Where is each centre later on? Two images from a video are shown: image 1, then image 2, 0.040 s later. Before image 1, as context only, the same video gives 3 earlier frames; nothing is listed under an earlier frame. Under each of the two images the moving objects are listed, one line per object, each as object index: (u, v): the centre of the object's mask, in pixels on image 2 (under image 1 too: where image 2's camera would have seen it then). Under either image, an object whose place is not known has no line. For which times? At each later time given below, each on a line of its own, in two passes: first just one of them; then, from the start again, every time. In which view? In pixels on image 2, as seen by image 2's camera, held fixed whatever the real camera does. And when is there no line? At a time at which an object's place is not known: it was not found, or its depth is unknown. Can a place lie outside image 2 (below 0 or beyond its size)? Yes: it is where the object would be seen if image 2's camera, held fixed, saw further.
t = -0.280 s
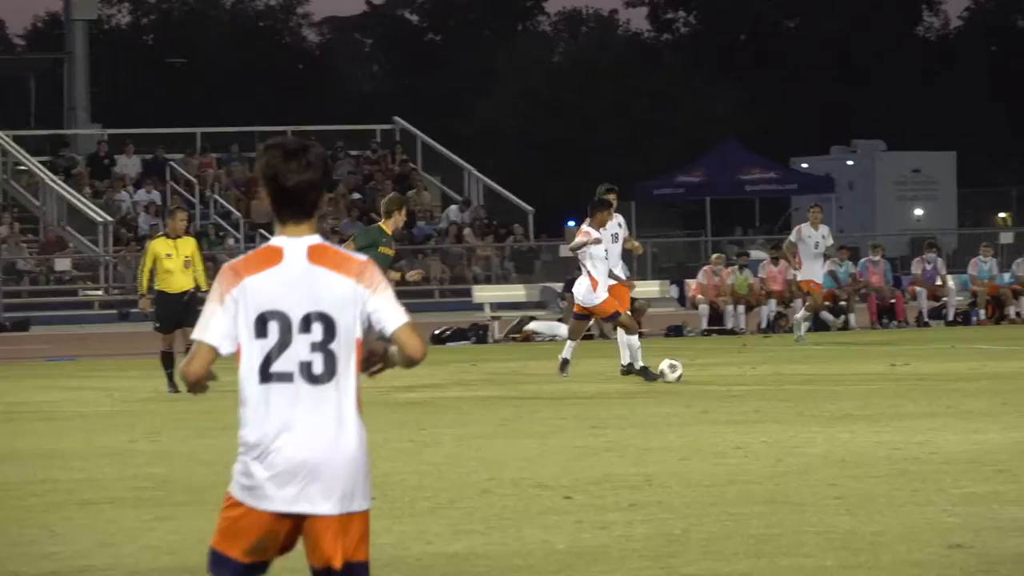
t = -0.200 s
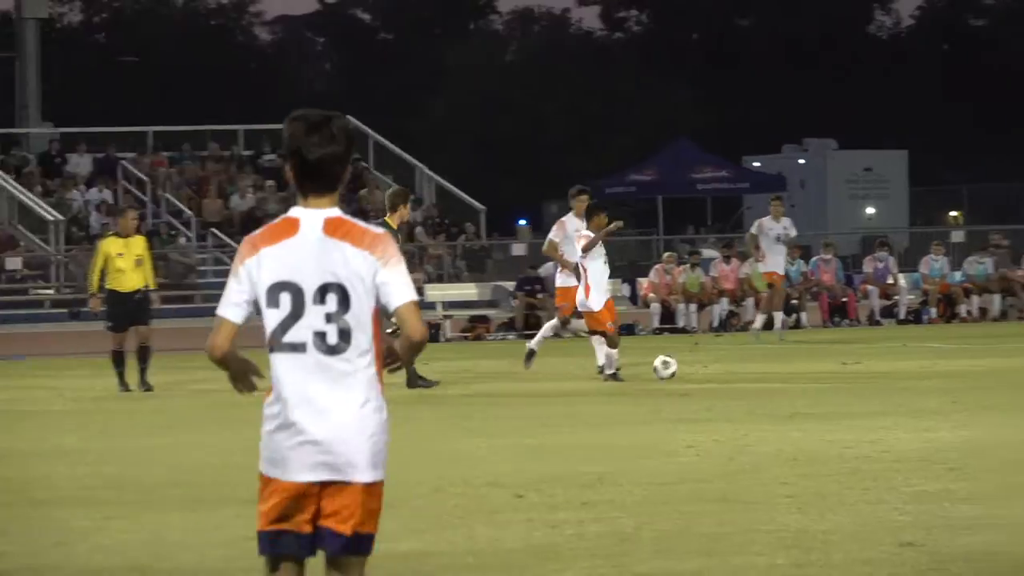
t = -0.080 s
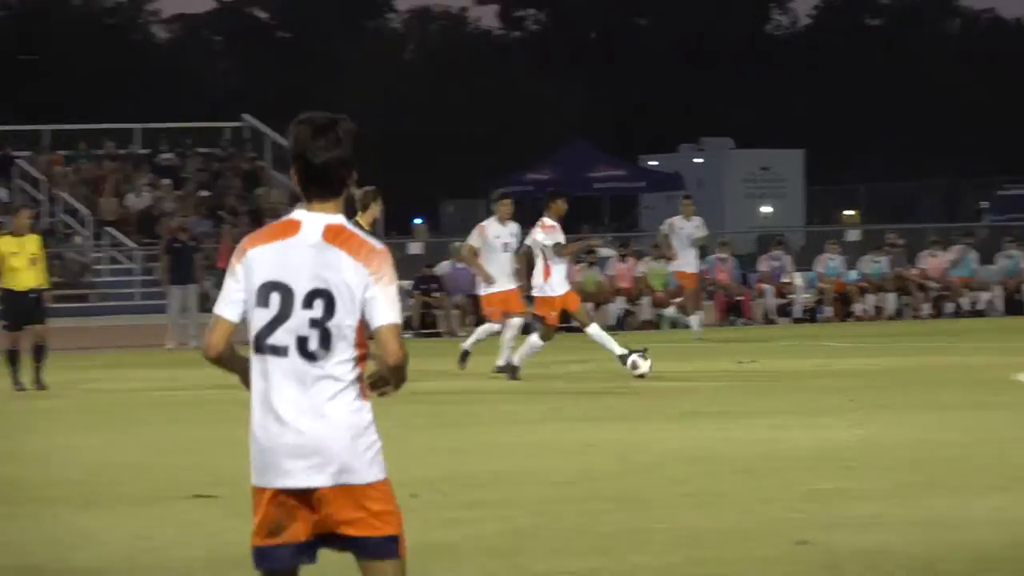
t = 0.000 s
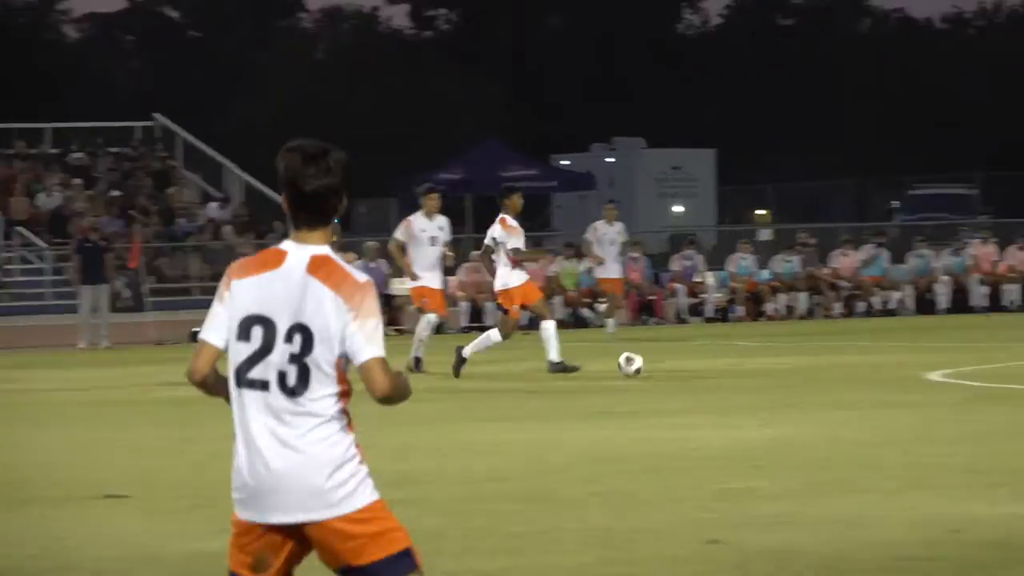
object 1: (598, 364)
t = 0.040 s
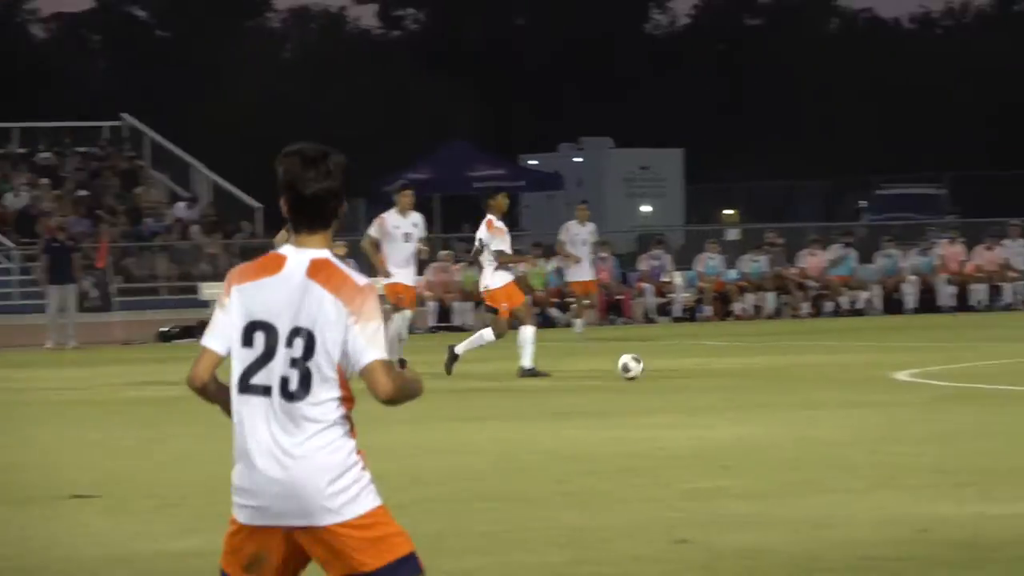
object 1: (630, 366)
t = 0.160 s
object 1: (741, 360)
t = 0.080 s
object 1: (668, 367)
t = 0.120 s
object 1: (704, 362)
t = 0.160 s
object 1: (741, 360)
